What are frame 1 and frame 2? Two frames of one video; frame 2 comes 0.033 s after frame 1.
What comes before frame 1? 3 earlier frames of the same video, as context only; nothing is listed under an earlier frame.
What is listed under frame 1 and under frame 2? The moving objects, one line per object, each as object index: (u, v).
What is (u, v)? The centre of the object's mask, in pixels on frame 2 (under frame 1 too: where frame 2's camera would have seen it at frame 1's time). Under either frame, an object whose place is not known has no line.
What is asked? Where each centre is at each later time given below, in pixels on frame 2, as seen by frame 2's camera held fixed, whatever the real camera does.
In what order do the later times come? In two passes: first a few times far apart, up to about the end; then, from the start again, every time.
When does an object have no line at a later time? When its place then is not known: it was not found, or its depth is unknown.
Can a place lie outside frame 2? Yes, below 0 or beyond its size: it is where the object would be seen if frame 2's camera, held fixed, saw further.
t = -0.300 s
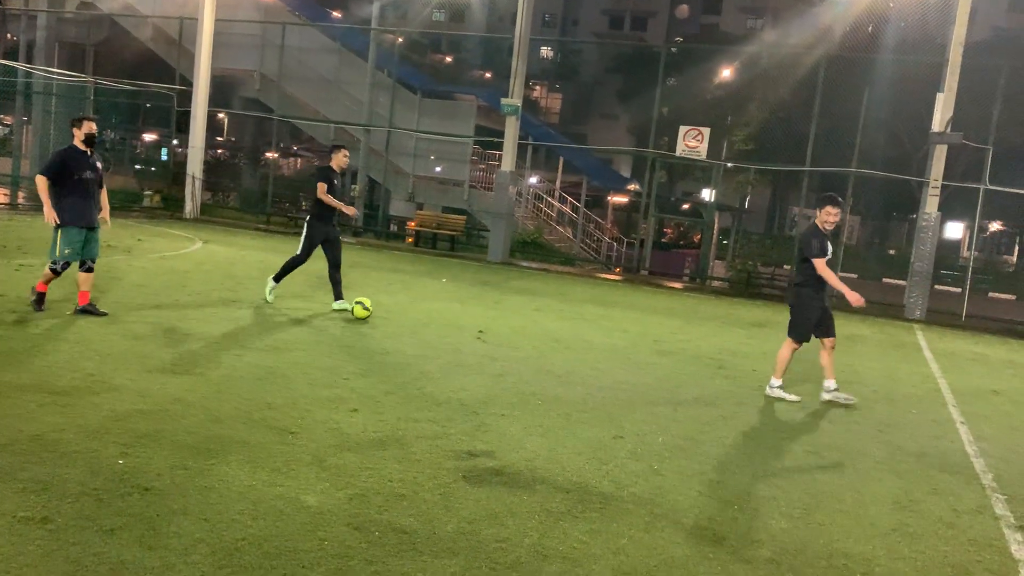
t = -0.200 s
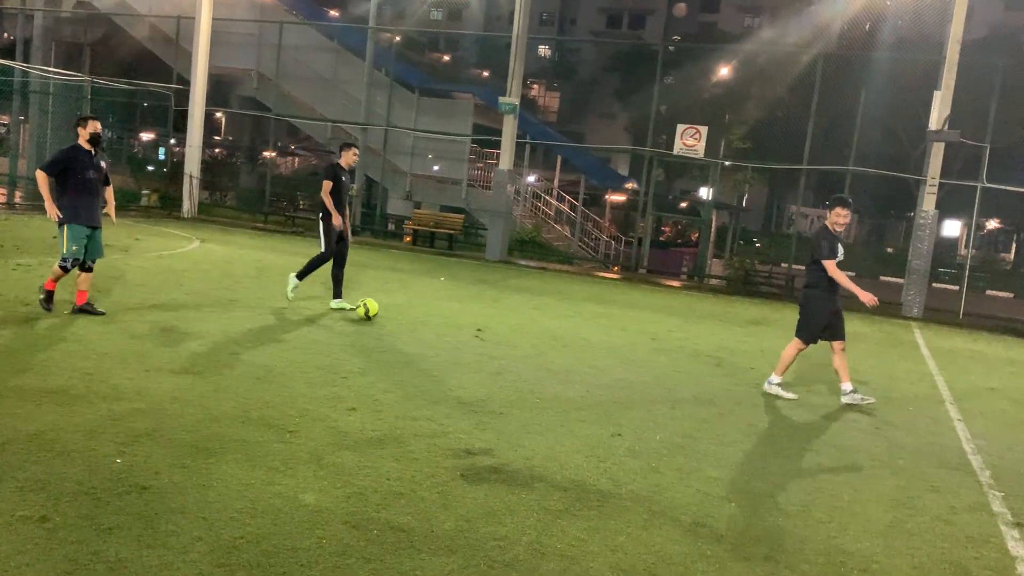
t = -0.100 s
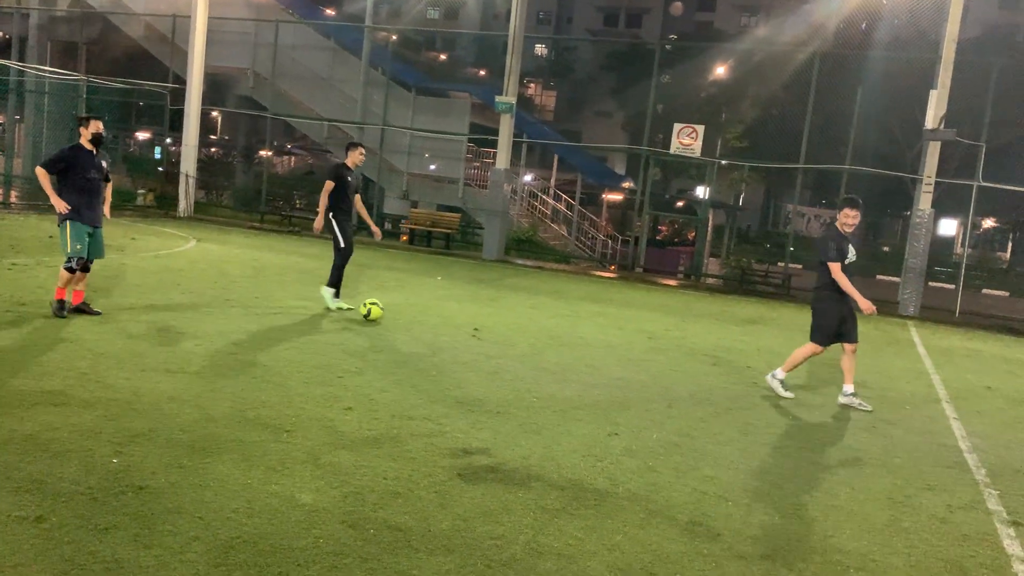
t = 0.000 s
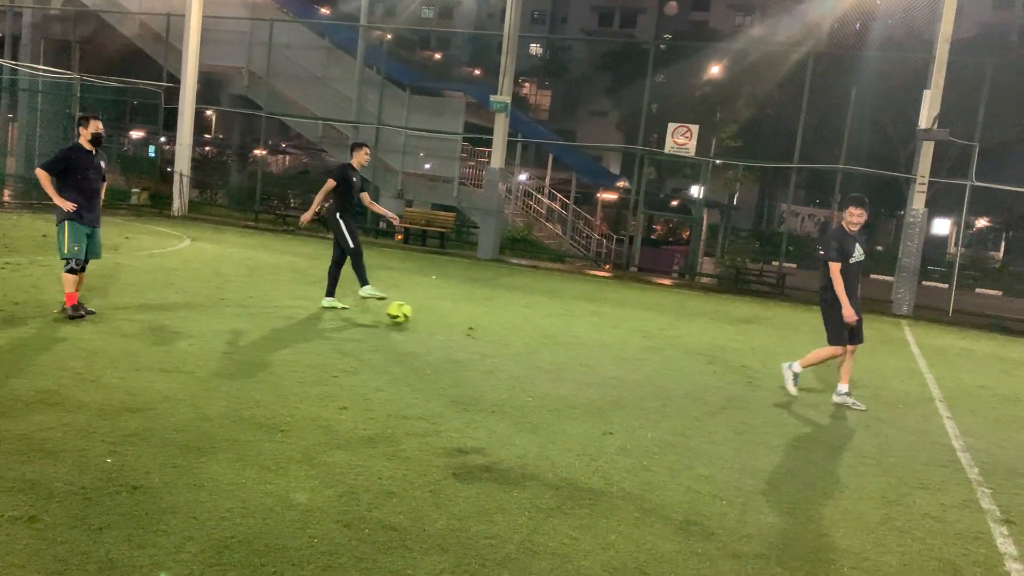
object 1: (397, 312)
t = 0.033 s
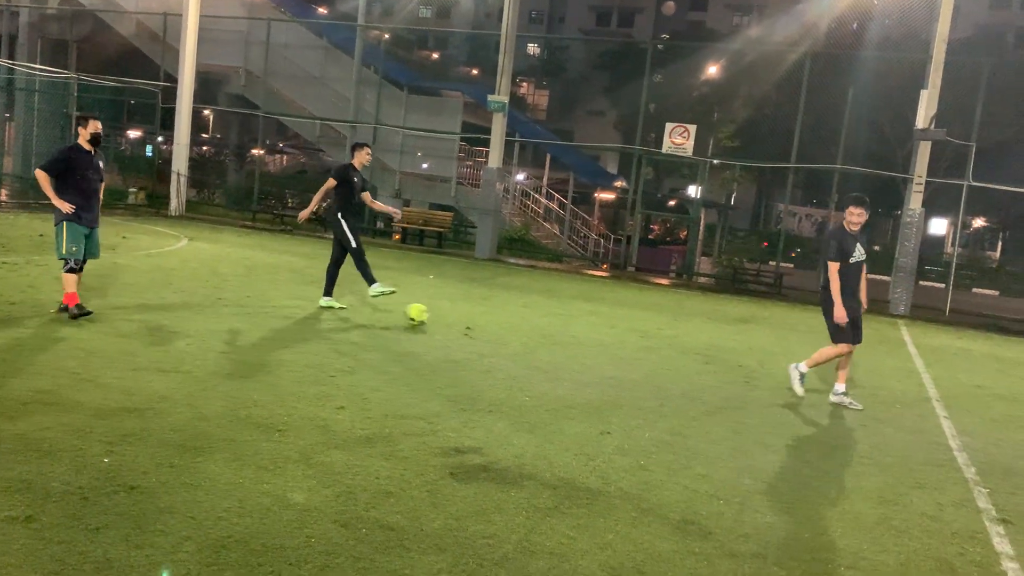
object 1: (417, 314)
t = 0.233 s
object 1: (520, 330)
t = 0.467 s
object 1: (619, 343)
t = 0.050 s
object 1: (426, 316)
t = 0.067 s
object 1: (435, 318)
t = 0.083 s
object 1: (445, 320)
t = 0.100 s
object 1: (454, 321)
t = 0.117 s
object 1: (462, 321)
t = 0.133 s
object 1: (470, 321)
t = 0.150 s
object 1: (478, 322)
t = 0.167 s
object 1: (487, 323)
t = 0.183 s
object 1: (495, 324)
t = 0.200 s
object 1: (503, 326)
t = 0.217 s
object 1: (512, 328)
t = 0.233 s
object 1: (520, 330)
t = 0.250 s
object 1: (526, 330)
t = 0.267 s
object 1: (534, 331)
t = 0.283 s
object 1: (542, 331)
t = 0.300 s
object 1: (548, 332)
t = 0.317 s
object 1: (556, 333)
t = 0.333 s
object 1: (563, 335)
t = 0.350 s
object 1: (569, 337)
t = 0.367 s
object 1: (577, 338)
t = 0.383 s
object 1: (584, 339)
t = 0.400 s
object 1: (590, 340)
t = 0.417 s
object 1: (598, 341)
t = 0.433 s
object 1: (605, 342)
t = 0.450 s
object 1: (612, 343)
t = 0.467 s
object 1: (619, 343)
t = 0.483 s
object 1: (626, 344)
